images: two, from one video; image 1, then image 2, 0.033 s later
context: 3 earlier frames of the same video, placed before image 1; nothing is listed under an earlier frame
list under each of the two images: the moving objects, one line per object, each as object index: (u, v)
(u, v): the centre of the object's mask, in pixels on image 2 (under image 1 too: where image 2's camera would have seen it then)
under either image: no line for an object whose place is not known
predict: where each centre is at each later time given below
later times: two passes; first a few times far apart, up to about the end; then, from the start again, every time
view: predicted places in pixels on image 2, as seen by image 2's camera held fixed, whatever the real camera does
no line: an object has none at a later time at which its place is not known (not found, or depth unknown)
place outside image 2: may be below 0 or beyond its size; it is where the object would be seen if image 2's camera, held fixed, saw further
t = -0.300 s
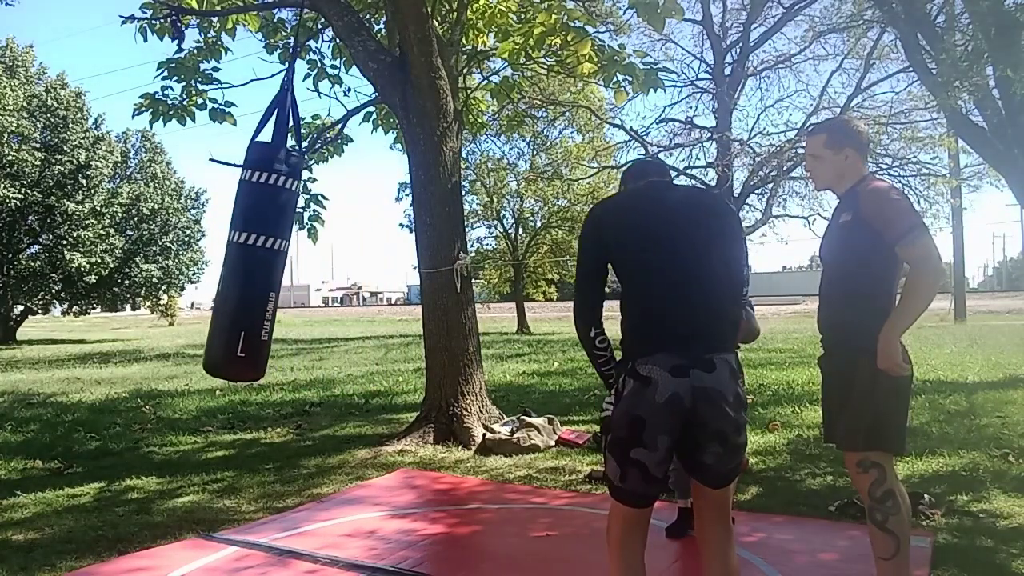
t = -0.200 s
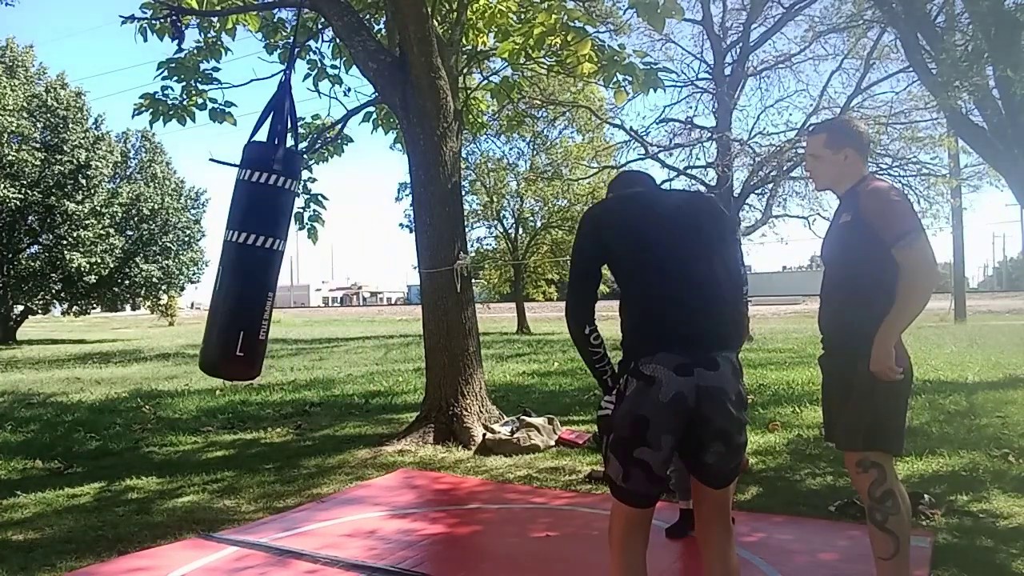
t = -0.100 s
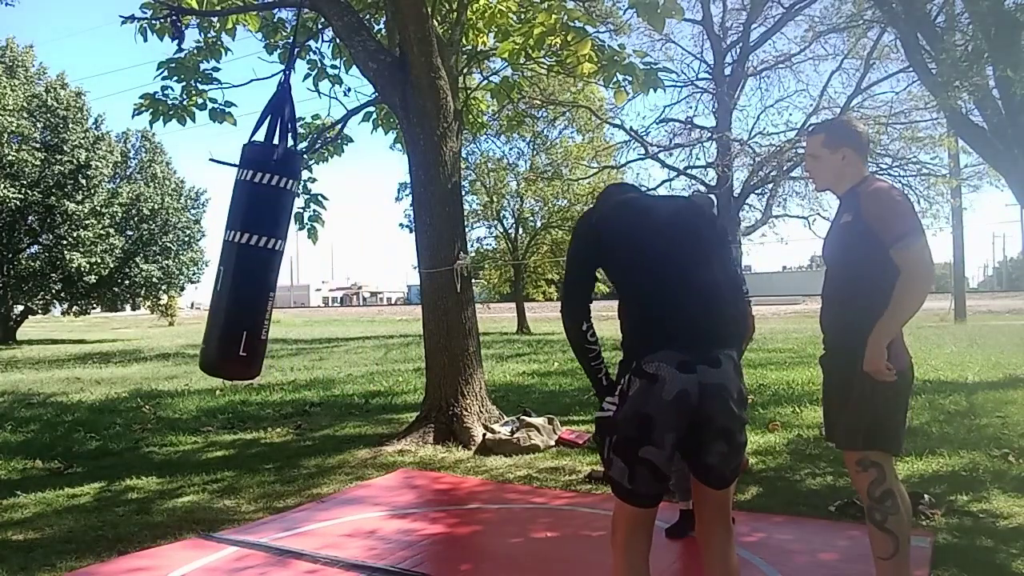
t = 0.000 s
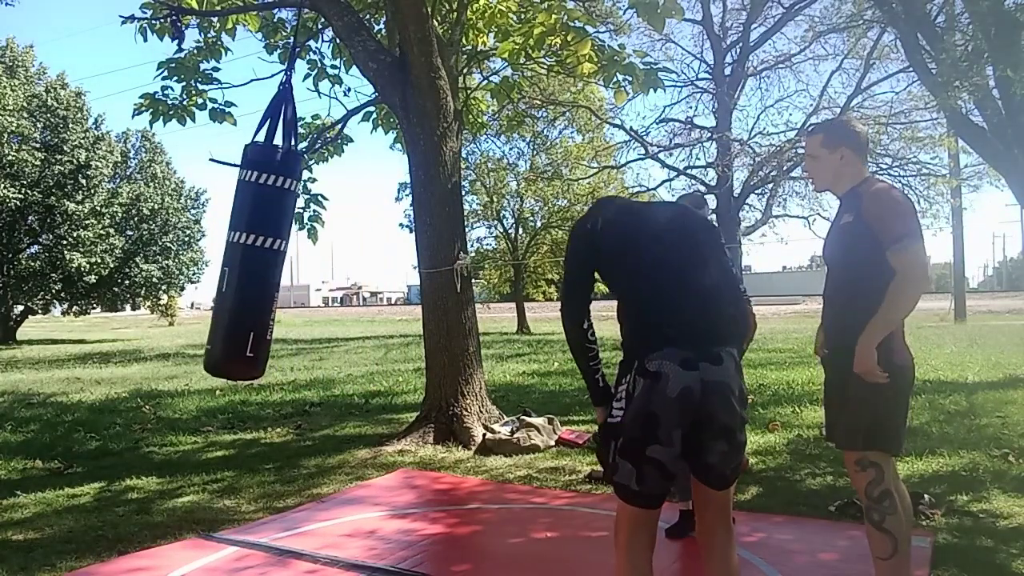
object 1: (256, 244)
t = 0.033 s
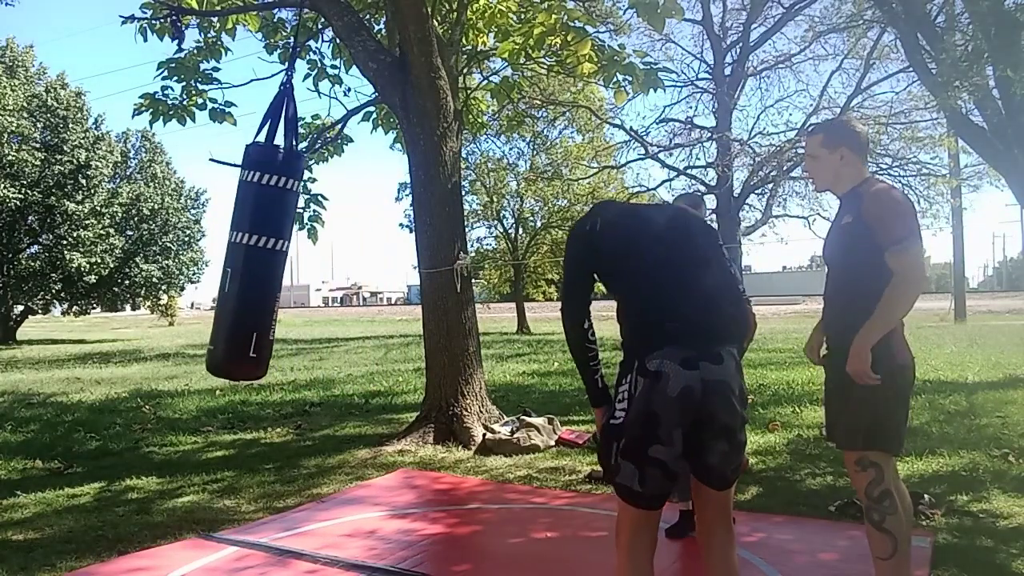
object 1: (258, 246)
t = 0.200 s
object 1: (272, 247)
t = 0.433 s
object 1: (302, 252)
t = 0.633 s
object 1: (335, 250)
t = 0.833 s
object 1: (369, 247)
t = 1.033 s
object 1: (399, 245)
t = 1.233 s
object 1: (422, 249)
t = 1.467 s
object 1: (431, 239)
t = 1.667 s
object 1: (426, 240)
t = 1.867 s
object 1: (409, 245)
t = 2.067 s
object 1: (382, 250)
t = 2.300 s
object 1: (342, 249)
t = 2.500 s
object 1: (309, 250)
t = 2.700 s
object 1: (281, 248)
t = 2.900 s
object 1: (263, 245)
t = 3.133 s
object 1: (257, 243)
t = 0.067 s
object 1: (260, 246)
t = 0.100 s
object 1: (262, 245)
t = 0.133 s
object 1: (265, 247)
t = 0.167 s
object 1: (268, 247)
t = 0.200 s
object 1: (272, 247)
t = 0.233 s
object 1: (275, 247)
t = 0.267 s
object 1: (279, 250)
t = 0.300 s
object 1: (283, 250)
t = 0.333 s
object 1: (287, 251)
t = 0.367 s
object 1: (292, 249)
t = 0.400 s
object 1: (297, 249)
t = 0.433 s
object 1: (302, 252)
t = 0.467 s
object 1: (307, 252)
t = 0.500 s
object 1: (313, 251)
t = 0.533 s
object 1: (318, 252)
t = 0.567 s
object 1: (324, 249)
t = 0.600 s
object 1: (329, 249)
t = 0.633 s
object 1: (335, 250)
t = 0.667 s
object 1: (341, 250)
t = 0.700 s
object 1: (347, 250)
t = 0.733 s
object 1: (352, 249)
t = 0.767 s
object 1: (358, 249)
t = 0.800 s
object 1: (363, 248)
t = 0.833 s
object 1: (369, 247)
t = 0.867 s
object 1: (374, 247)
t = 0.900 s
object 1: (380, 247)
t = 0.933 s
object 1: (385, 247)
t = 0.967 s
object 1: (390, 246)
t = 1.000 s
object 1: (394, 246)
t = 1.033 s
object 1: (399, 245)
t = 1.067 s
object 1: (403, 245)
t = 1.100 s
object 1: (407, 244)
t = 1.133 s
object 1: (411, 245)
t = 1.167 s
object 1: (415, 246)
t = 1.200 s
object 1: (418, 247)
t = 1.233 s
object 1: (422, 249)
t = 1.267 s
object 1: (424, 242)
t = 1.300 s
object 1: (426, 241)
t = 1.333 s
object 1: (428, 241)
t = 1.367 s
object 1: (429, 240)
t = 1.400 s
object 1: (430, 239)
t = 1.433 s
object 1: (431, 239)
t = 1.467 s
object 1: (431, 239)
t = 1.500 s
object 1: (431, 239)
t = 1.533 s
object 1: (431, 239)
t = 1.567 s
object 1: (430, 239)
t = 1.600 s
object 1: (429, 239)
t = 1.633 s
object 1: (428, 238)
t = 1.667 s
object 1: (426, 240)
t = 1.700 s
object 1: (425, 241)
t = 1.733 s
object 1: (422, 241)
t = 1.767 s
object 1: (419, 242)
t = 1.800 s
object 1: (416, 243)
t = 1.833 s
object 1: (413, 245)
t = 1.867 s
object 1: (409, 245)
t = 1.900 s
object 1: (405, 247)
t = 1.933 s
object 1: (401, 249)
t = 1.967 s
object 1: (397, 246)
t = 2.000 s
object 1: (392, 252)
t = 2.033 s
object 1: (387, 248)
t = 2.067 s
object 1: (382, 250)
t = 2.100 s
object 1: (376, 250)
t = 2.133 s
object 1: (371, 248)
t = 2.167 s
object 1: (365, 249)
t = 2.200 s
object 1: (360, 249)
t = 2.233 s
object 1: (354, 249)
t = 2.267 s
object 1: (348, 250)
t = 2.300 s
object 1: (342, 249)
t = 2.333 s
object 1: (337, 250)
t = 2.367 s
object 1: (331, 250)
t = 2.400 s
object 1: (325, 251)
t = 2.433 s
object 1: (320, 251)
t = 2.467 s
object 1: (314, 250)
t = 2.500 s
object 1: (309, 250)
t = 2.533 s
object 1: (304, 249)
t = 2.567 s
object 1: (299, 249)
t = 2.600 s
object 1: (294, 248)
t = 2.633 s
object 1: (290, 248)
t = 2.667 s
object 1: (285, 247)
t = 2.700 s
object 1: (281, 248)
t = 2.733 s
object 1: (277, 247)
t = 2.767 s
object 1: (274, 246)
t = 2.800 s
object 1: (271, 245)
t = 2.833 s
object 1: (268, 245)
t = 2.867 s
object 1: (265, 245)
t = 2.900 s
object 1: (263, 245)
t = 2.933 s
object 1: (261, 244)
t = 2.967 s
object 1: (260, 244)
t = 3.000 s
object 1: (258, 244)
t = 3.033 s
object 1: (258, 244)
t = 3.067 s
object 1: (257, 243)
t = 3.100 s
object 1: (257, 243)
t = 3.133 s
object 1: (257, 243)
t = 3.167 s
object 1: (258, 243)
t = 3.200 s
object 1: (258, 245)
